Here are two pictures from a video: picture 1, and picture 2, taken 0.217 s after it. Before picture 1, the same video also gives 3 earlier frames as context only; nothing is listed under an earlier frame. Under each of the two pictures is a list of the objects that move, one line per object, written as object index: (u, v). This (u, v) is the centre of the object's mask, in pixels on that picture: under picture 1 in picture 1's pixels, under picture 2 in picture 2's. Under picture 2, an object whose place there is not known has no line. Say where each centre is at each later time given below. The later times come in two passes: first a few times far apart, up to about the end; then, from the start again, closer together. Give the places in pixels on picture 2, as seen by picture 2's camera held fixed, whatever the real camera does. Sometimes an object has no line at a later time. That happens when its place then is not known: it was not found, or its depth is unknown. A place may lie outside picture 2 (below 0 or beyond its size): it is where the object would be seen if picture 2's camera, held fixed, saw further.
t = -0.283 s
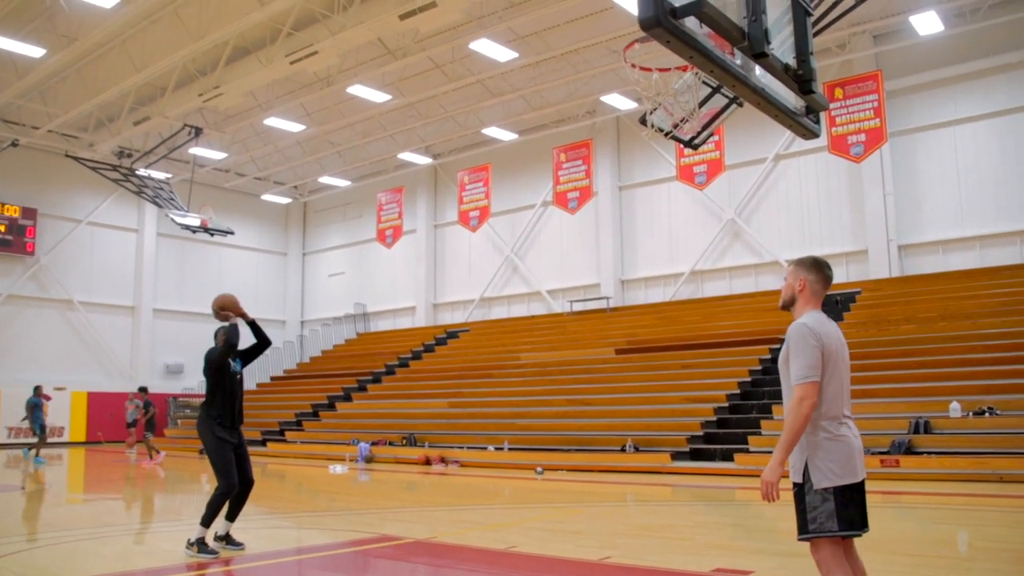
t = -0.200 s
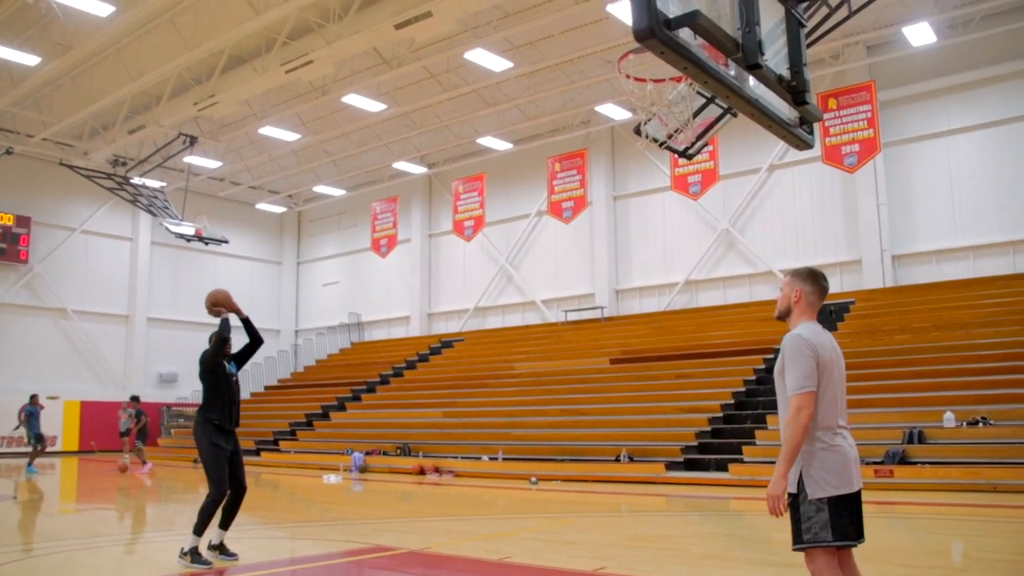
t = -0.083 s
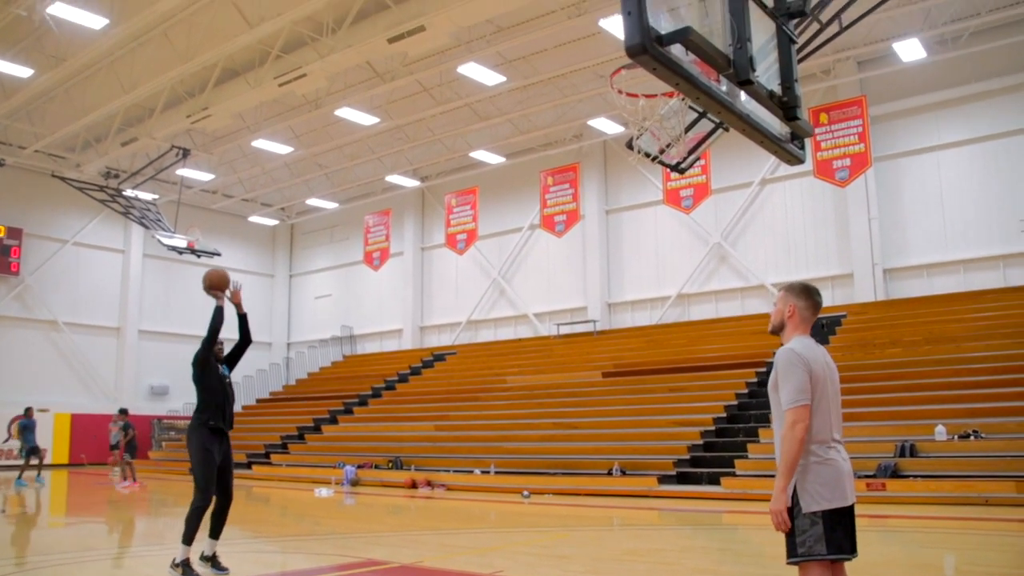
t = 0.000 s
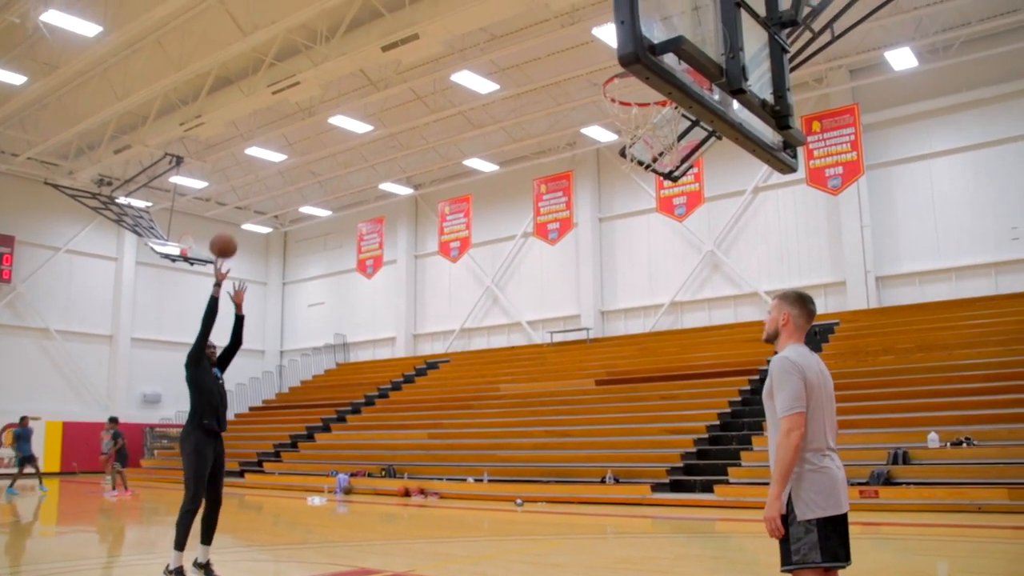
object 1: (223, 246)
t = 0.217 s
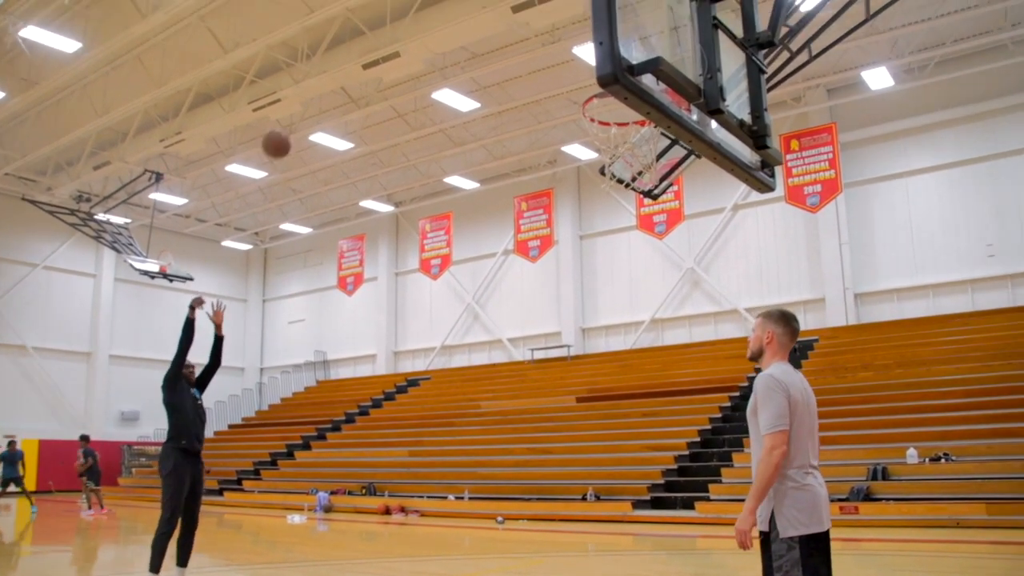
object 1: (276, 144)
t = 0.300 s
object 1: (305, 109)
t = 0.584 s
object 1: (420, 39)
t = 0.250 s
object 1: (287, 129)
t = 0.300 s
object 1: (305, 109)
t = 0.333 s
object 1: (317, 97)
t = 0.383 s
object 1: (337, 80)
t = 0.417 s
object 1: (351, 70)
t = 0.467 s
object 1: (371, 58)
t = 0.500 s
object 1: (384, 51)
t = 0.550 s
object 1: (406, 43)
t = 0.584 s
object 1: (420, 39)
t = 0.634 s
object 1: (443, 37)
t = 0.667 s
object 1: (459, 37)
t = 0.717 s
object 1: (485, 39)
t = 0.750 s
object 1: (507, 42)
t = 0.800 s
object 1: (533, 52)
